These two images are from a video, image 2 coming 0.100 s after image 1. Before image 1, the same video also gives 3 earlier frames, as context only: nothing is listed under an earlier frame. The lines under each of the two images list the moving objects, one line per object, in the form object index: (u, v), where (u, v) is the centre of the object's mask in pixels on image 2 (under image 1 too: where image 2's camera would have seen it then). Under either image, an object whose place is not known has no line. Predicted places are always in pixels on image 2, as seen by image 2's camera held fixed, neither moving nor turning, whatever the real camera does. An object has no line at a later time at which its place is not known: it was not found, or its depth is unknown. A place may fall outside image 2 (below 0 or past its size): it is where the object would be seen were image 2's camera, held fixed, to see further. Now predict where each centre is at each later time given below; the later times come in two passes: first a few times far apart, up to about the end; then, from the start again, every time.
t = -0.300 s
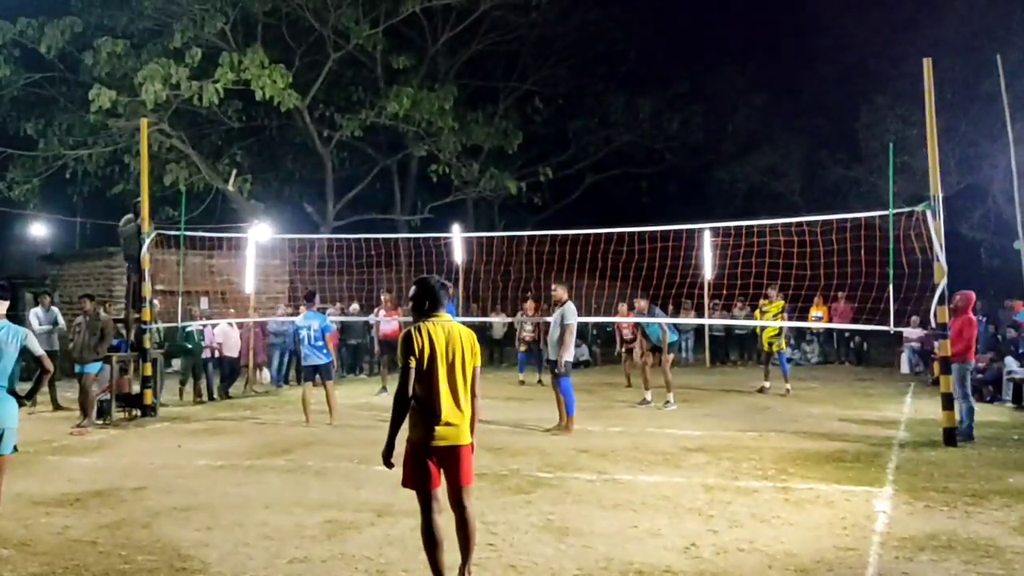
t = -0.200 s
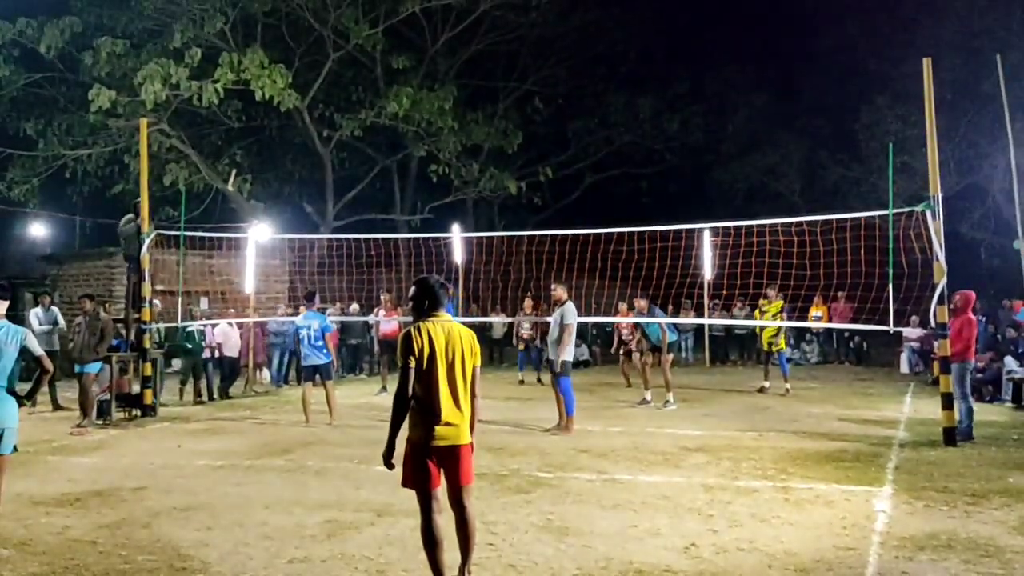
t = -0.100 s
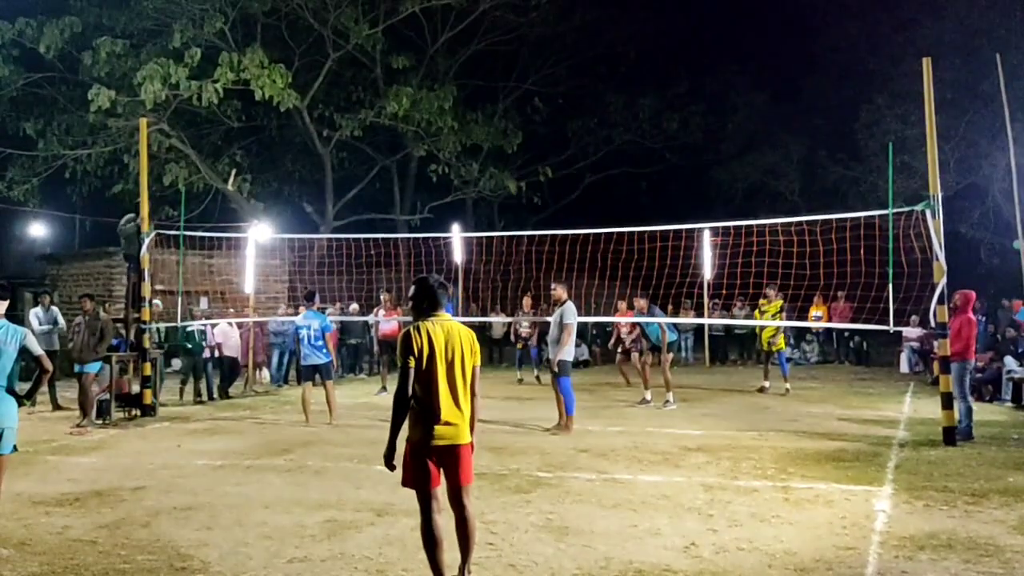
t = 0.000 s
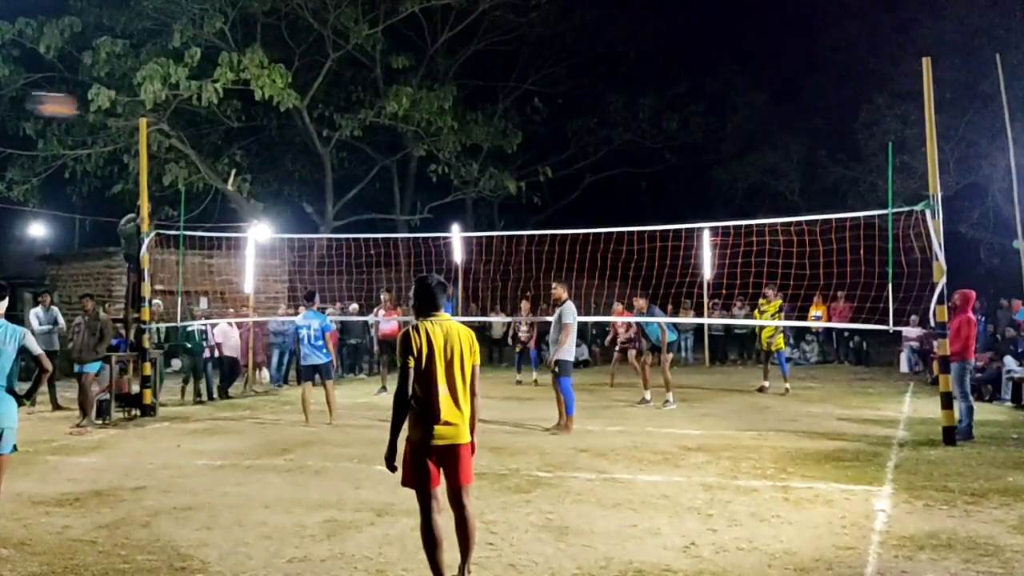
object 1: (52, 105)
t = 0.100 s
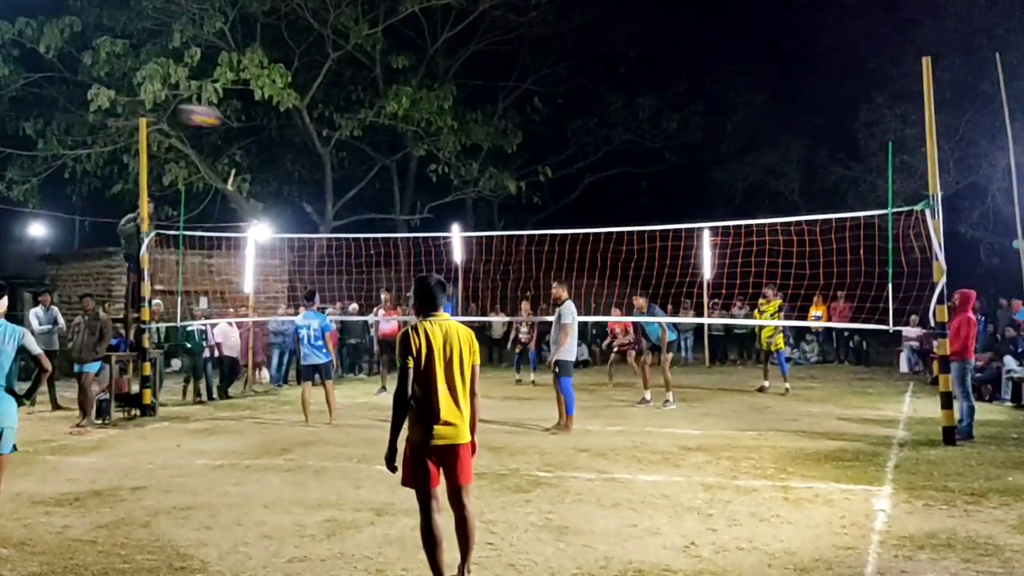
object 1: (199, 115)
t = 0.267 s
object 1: (377, 145)
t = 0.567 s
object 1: (579, 231)
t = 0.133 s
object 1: (241, 120)
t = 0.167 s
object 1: (279, 126)
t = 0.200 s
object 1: (314, 132)
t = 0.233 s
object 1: (347, 139)
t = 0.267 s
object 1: (377, 145)
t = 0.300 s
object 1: (406, 154)
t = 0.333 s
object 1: (433, 163)
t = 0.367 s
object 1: (457, 171)
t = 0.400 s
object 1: (481, 181)
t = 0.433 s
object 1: (502, 189)
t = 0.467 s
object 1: (524, 200)
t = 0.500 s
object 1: (542, 210)
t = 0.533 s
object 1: (561, 220)
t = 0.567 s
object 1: (579, 231)
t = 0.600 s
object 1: (596, 241)
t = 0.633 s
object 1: (612, 252)
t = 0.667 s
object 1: (627, 263)
